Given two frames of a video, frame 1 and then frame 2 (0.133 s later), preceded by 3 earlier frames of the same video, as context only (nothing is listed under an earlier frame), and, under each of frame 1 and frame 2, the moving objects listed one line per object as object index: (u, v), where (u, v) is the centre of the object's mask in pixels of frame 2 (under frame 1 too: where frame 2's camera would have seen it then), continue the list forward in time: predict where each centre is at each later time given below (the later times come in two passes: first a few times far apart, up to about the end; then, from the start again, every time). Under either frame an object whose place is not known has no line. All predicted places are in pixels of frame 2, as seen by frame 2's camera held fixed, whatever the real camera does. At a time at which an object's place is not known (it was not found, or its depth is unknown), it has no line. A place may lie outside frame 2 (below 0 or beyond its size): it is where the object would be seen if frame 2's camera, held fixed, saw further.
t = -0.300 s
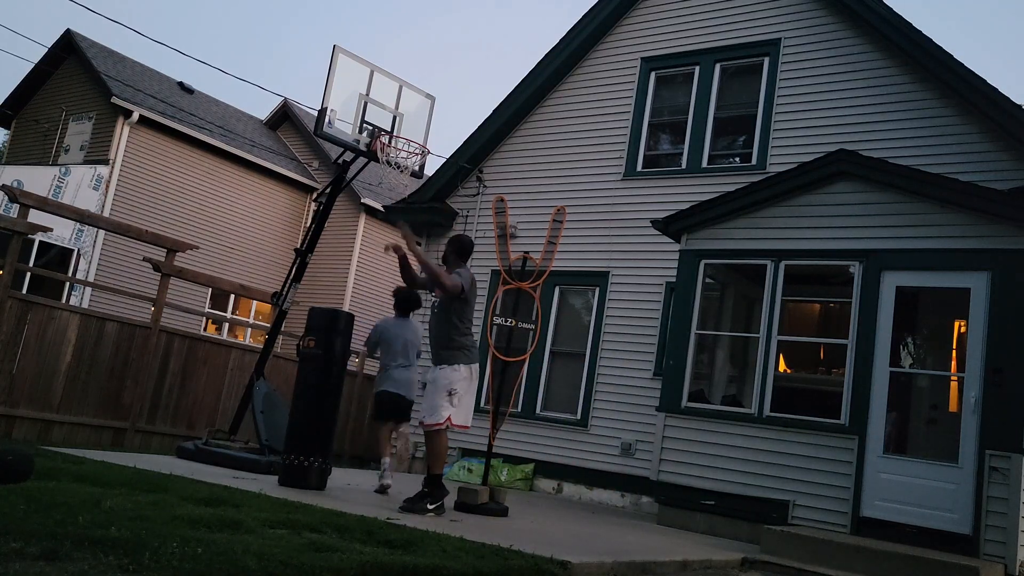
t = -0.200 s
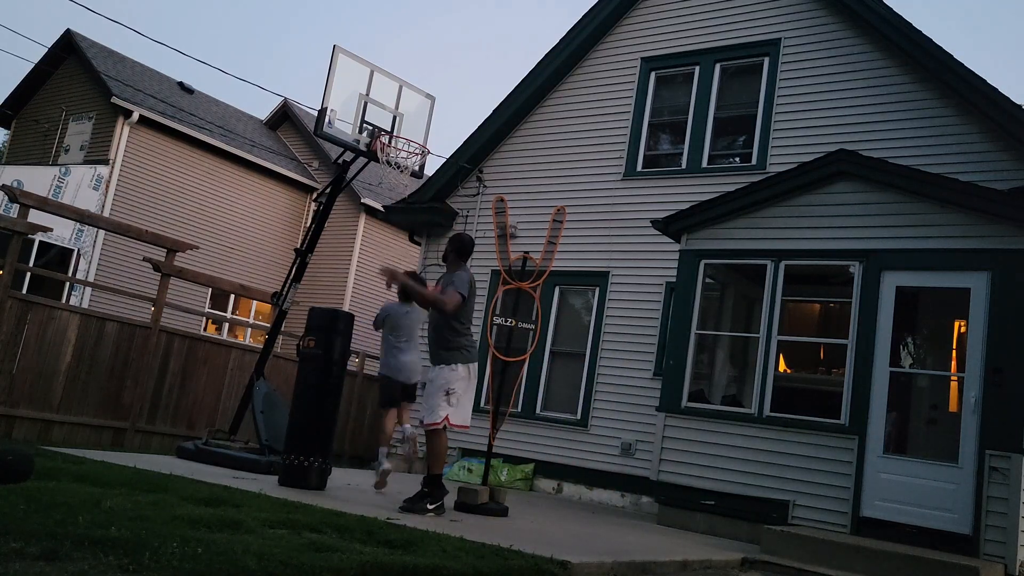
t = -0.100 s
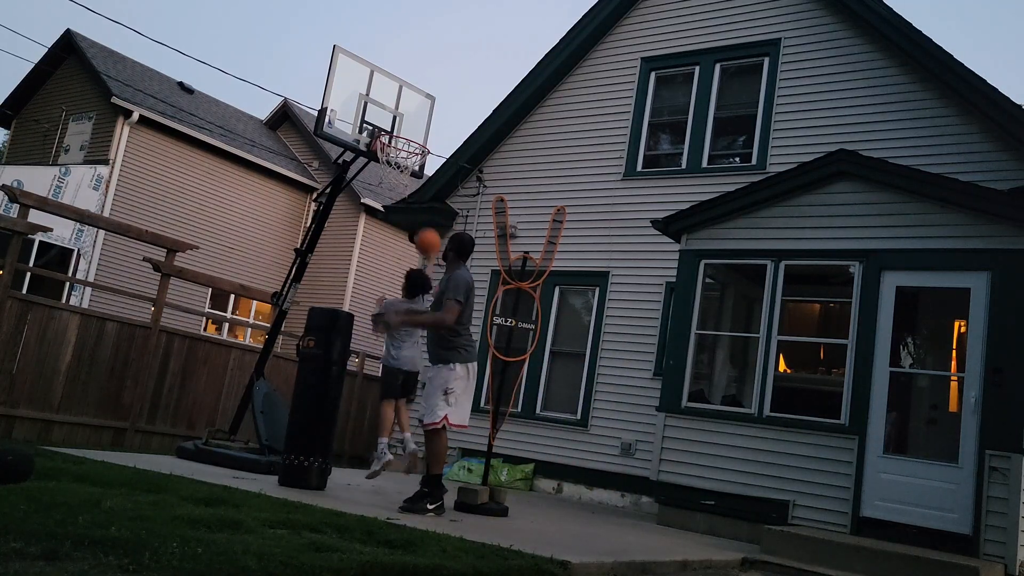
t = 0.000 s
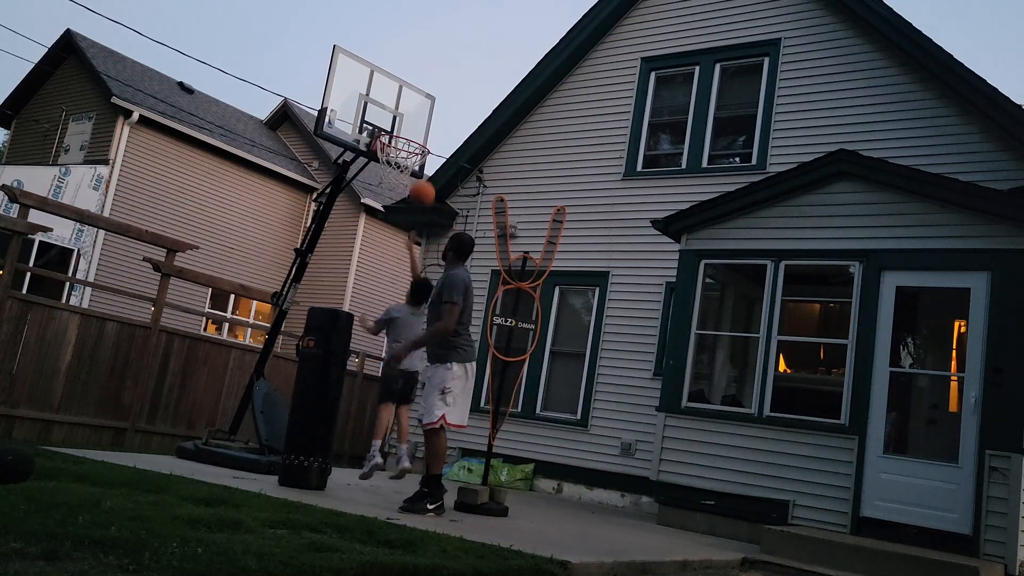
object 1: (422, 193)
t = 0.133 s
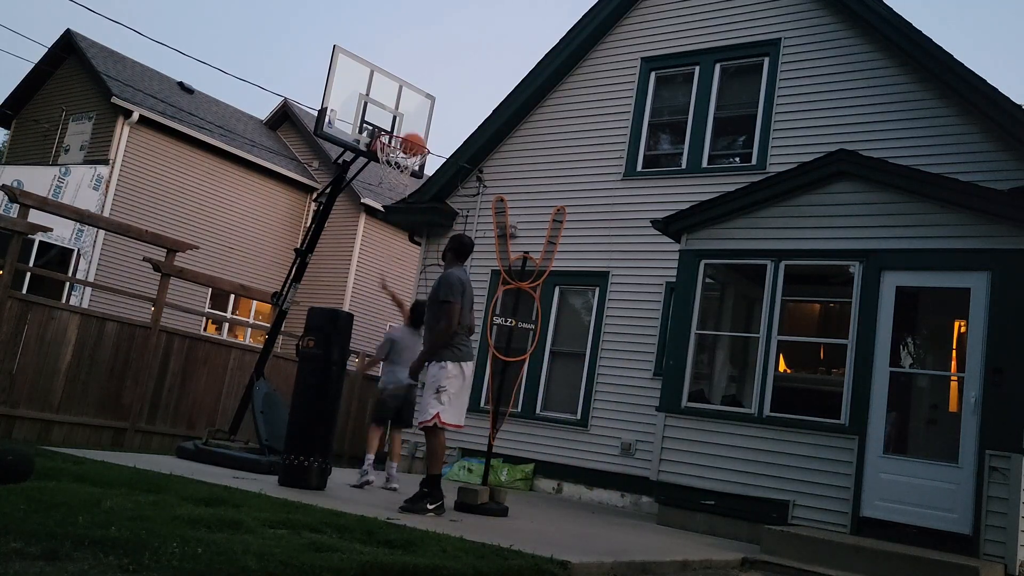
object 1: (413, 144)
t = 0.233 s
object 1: (407, 126)
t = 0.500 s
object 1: (391, 126)
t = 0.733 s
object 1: (411, 145)
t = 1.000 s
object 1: (381, 168)
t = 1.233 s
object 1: (397, 176)
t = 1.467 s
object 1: (396, 190)
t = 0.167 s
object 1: (409, 136)
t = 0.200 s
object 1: (409, 130)
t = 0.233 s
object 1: (407, 126)
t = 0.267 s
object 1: (406, 122)
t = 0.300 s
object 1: (405, 119)
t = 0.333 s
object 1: (403, 118)
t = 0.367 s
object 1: (401, 117)
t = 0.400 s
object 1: (399, 118)
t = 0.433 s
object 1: (397, 120)
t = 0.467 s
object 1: (394, 122)
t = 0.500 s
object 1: (391, 126)
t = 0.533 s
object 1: (395, 127)
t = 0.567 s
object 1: (400, 129)
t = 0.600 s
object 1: (404, 131)
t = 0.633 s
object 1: (409, 135)
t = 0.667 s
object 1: (414, 140)
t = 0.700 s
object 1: (413, 142)
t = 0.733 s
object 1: (411, 145)
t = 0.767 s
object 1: (408, 148)
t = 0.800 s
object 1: (405, 151)
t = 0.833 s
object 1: (400, 155)
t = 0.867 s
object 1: (396, 158)
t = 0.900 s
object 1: (390, 161)
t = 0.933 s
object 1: (386, 165)
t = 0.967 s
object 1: (382, 167)
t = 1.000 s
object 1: (381, 168)
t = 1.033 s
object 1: (381, 169)
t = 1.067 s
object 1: (383, 170)
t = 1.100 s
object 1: (386, 171)
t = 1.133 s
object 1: (389, 172)
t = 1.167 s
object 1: (392, 174)
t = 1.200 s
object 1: (395, 175)
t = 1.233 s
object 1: (397, 176)
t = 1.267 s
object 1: (399, 176)
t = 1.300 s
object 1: (399, 177)
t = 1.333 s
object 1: (399, 178)
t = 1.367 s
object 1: (399, 179)
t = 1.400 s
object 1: (399, 181)
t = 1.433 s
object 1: (398, 185)
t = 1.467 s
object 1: (396, 190)
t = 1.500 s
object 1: (395, 193)
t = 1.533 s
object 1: (393, 197)
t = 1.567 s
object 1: (391, 202)
